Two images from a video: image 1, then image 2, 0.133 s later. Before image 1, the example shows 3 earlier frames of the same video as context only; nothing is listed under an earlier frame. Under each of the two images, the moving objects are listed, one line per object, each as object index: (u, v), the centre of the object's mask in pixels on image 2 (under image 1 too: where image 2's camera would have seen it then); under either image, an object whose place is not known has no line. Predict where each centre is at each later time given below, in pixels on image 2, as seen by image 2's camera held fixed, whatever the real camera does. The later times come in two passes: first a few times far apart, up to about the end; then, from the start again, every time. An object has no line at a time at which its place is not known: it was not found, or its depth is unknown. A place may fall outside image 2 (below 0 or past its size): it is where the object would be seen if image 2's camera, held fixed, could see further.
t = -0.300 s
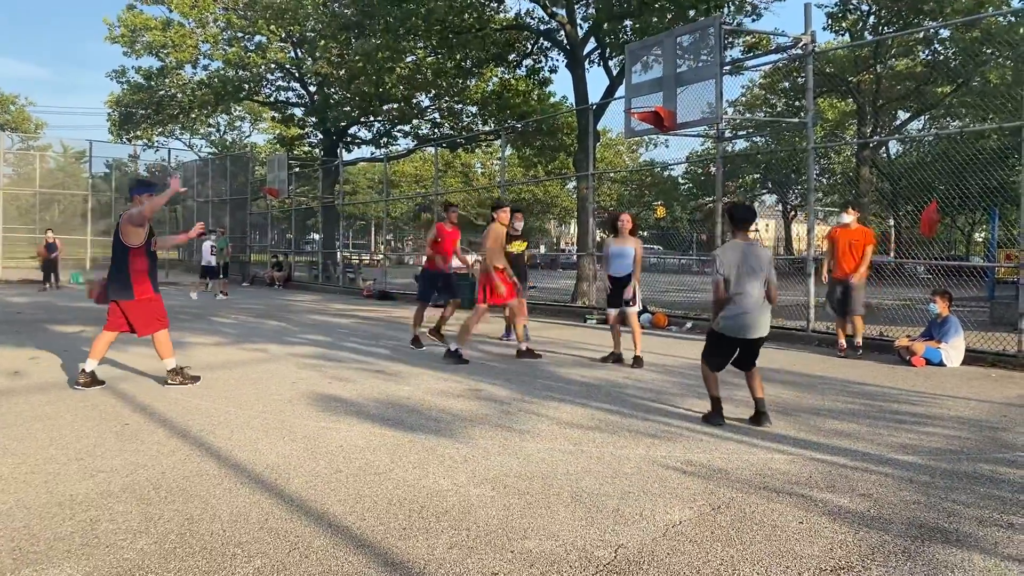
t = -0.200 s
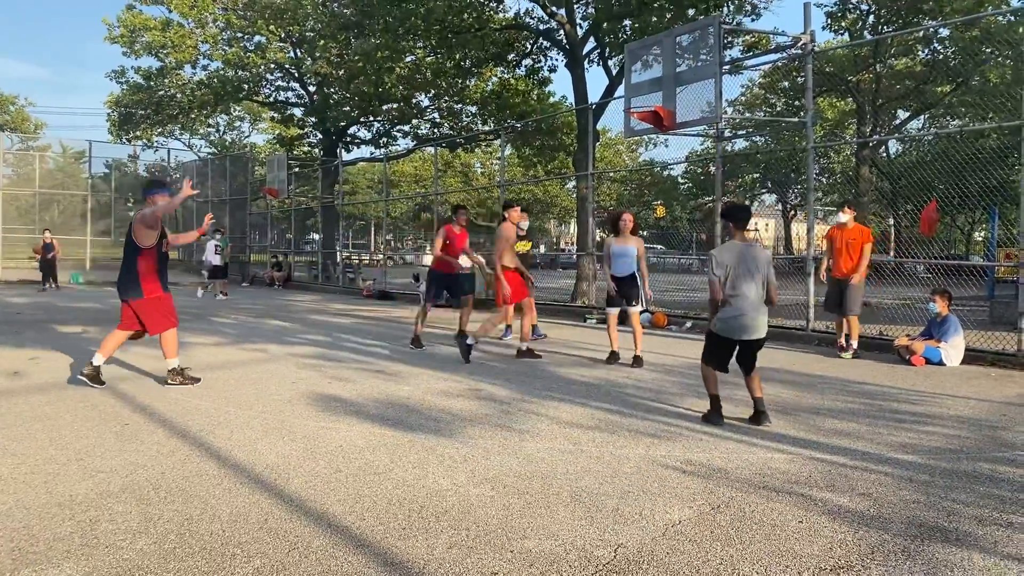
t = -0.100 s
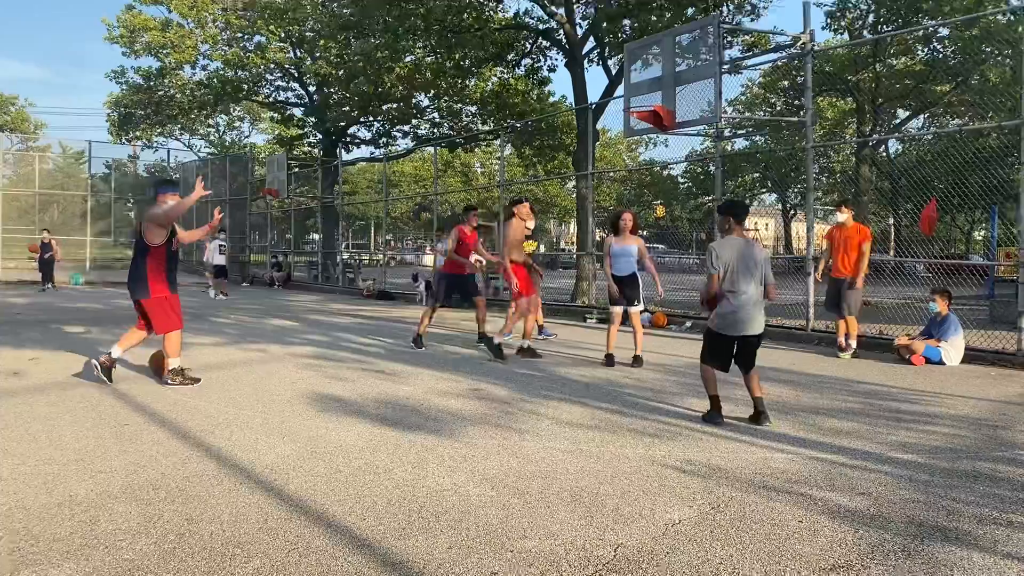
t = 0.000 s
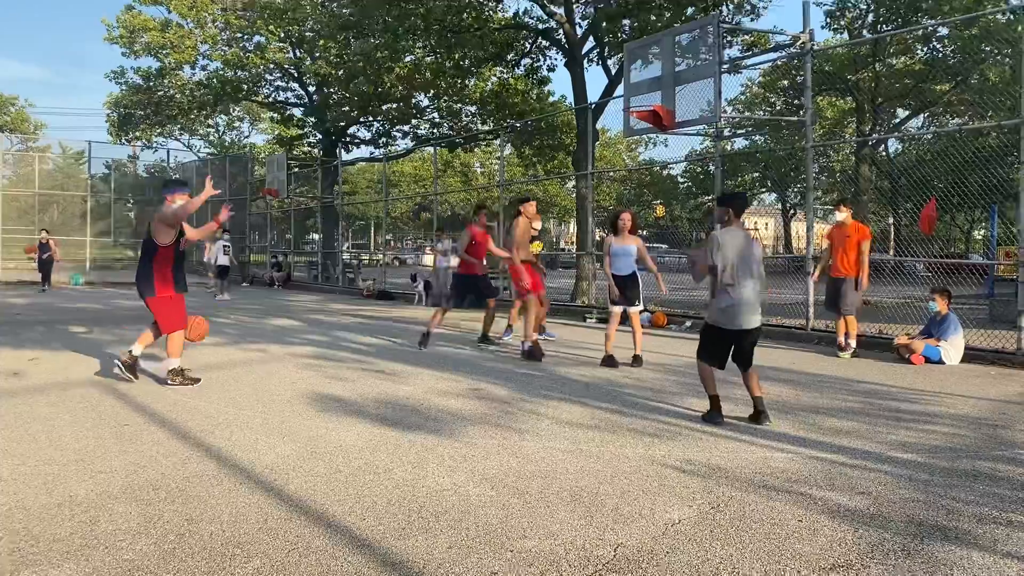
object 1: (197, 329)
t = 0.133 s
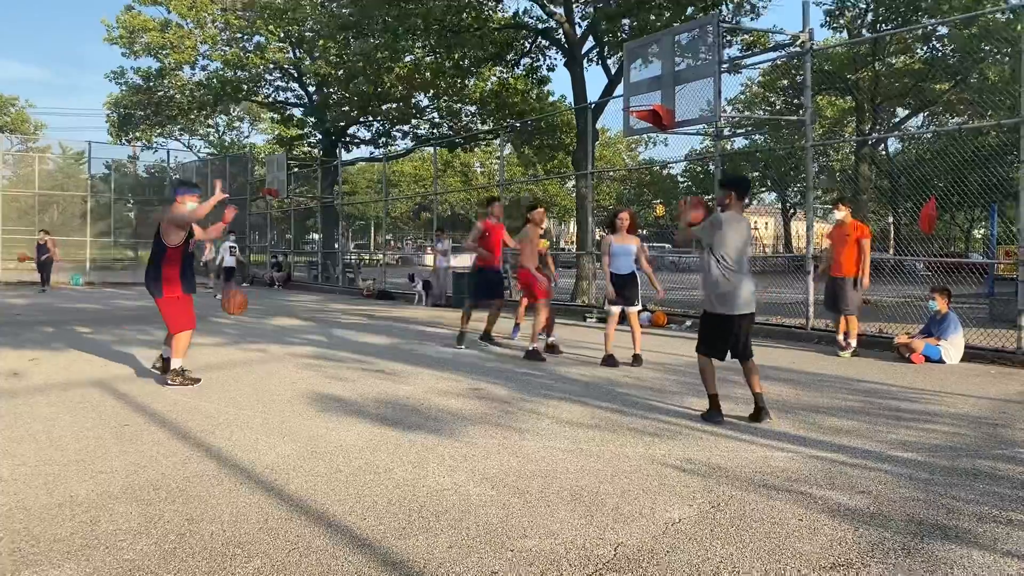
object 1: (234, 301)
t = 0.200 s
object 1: (253, 295)
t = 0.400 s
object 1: (308, 304)
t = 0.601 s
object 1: (358, 352)
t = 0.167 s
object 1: (244, 299)
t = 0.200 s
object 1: (253, 295)
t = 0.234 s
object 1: (262, 293)
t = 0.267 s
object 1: (272, 293)
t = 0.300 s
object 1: (281, 294)
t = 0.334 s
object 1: (292, 296)
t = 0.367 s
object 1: (300, 299)
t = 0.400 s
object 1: (308, 304)
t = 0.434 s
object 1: (316, 311)
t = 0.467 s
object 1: (325, 316)
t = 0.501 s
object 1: (333, 322)
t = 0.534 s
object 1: (342, 331)
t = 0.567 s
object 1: (350, 341)
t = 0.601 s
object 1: (358, 352)
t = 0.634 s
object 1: (365, 348)
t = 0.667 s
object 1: (373, 339)
